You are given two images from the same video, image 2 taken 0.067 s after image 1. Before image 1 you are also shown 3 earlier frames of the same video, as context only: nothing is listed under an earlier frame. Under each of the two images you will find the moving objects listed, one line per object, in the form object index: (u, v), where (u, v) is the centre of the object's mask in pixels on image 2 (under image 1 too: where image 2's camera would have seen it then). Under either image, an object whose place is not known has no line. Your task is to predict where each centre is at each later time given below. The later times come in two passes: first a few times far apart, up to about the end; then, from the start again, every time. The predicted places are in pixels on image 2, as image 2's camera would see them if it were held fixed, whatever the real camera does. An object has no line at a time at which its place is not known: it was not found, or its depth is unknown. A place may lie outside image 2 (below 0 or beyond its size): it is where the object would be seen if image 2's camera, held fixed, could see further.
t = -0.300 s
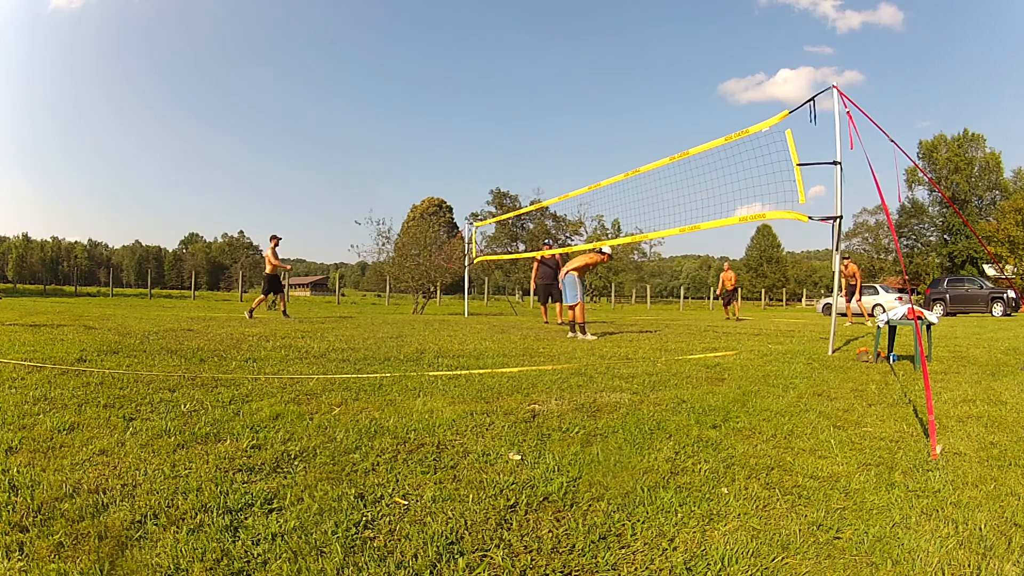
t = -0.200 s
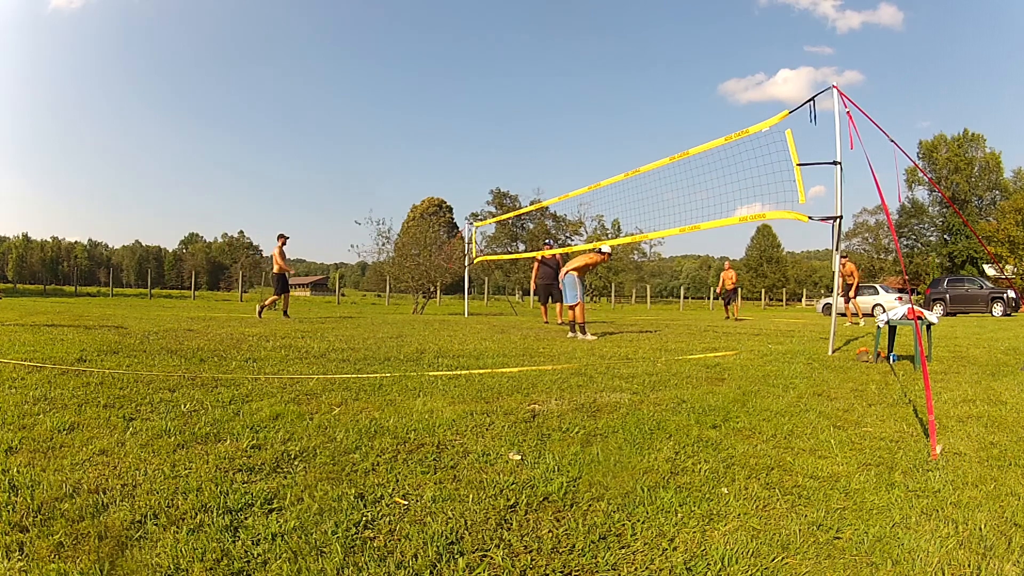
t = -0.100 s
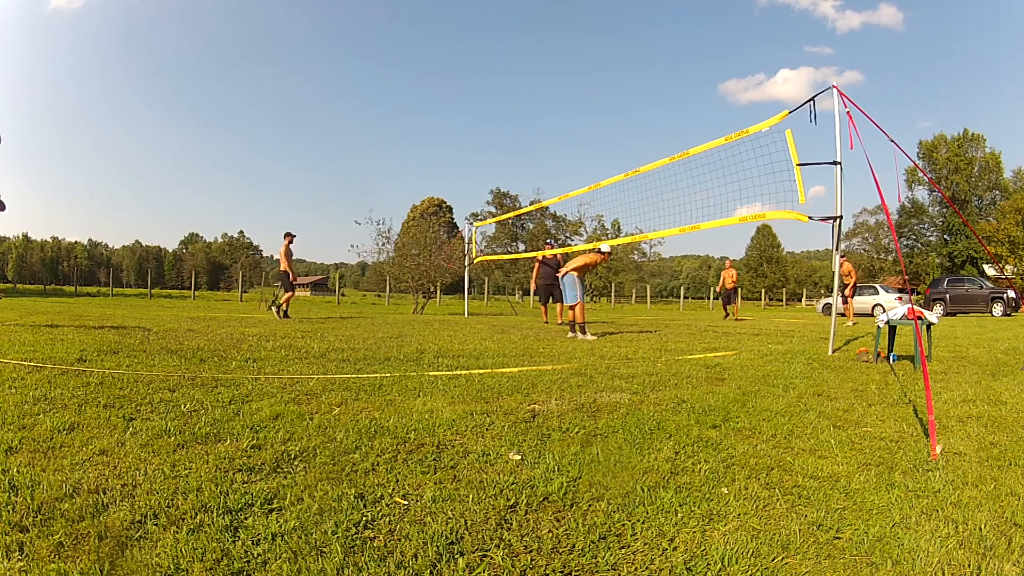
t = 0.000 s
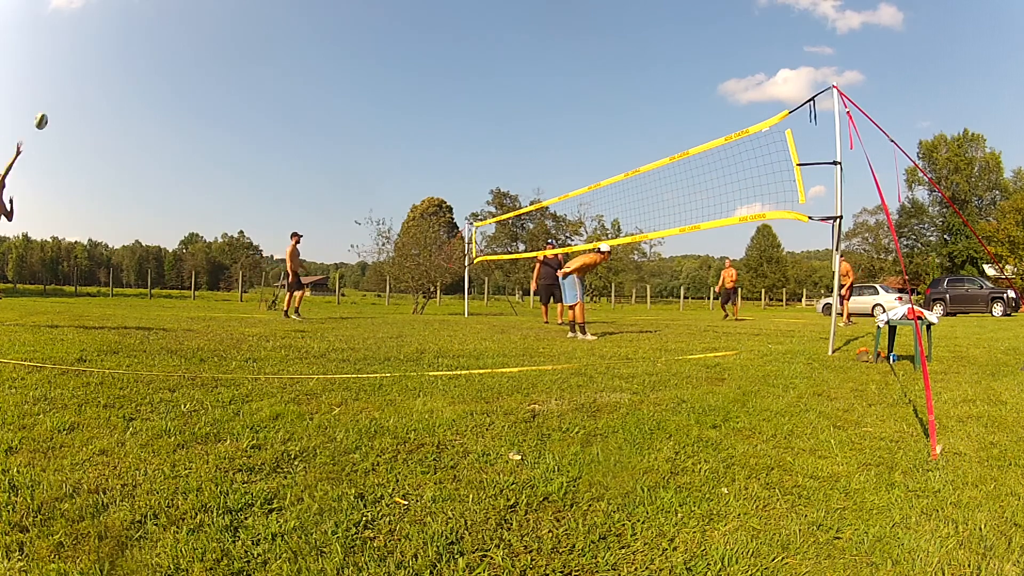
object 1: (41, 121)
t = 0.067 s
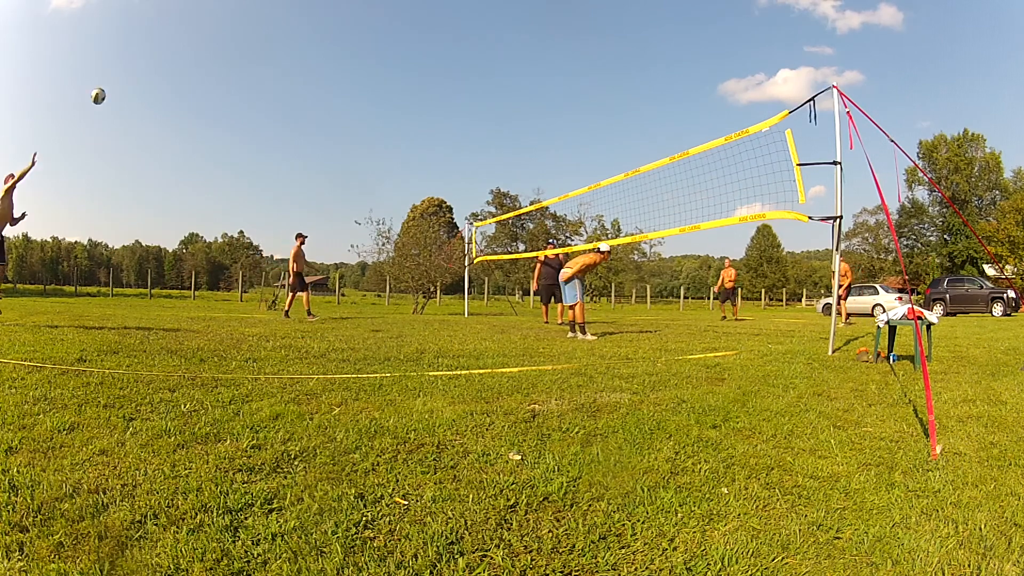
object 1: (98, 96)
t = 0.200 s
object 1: (224, 64)
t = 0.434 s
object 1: (436, 68)
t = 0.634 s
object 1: (573, 107)
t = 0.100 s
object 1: (129, 85)
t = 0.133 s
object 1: (160, 77)
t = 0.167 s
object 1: (192, 69)
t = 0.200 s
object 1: (224, 64)
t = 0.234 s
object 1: (257, 61)
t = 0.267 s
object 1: (289, 59)
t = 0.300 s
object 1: (320, 58)
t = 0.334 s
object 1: (351, 59)
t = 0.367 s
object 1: (381, 61)
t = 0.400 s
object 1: (409, 64)
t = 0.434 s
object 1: (436, 68)
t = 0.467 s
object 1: (462, 74)
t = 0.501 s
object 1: (487, 79)
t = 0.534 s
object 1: (510, 85)
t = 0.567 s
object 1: (532, 92)
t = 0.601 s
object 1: (553, 99)
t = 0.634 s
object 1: (573, 107)
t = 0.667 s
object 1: (592, 115)
